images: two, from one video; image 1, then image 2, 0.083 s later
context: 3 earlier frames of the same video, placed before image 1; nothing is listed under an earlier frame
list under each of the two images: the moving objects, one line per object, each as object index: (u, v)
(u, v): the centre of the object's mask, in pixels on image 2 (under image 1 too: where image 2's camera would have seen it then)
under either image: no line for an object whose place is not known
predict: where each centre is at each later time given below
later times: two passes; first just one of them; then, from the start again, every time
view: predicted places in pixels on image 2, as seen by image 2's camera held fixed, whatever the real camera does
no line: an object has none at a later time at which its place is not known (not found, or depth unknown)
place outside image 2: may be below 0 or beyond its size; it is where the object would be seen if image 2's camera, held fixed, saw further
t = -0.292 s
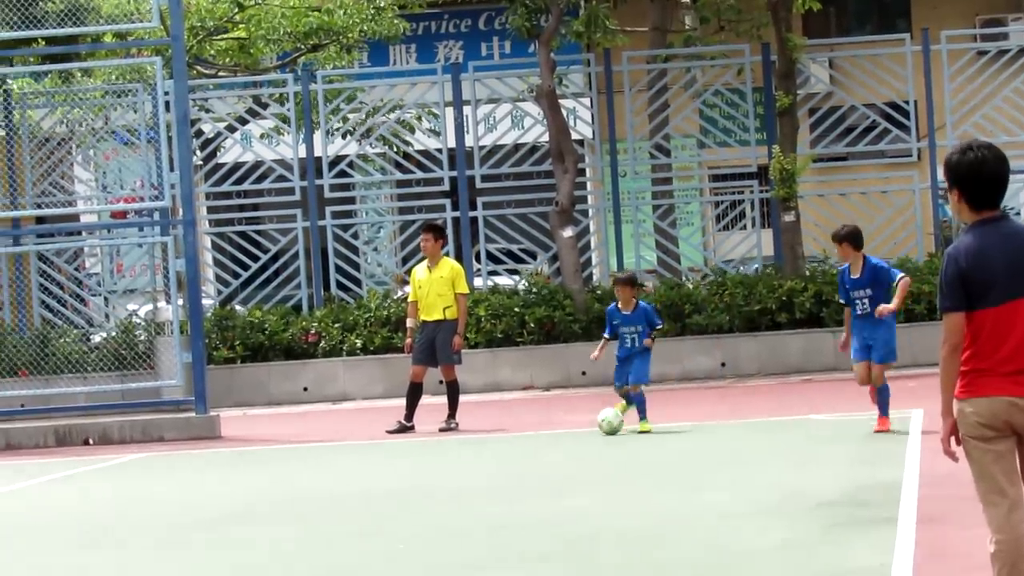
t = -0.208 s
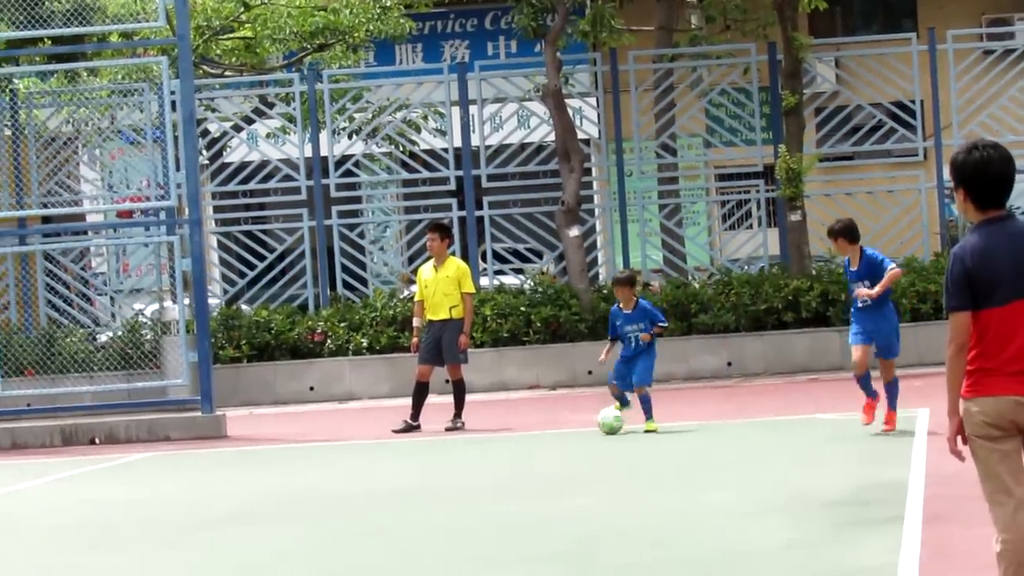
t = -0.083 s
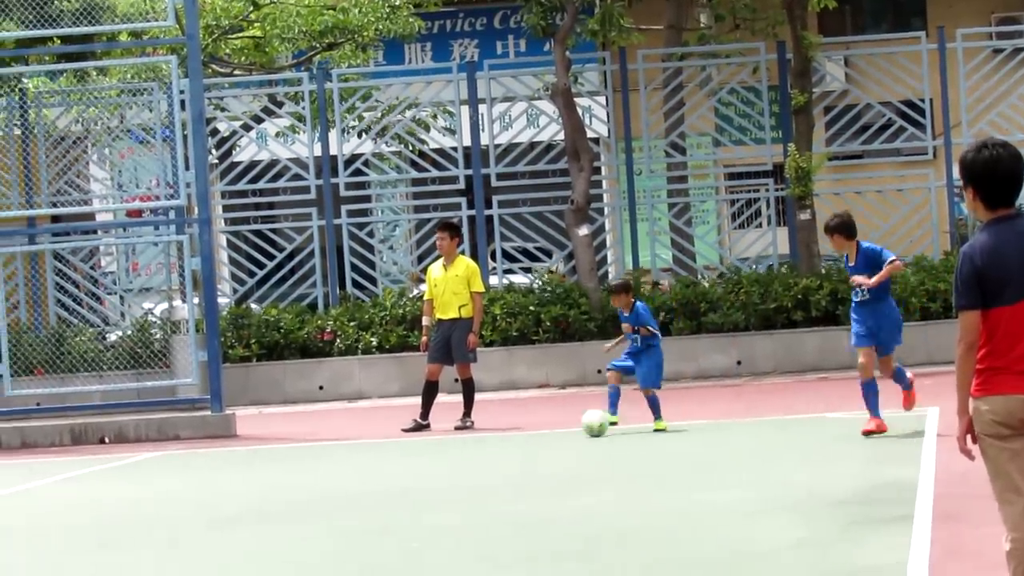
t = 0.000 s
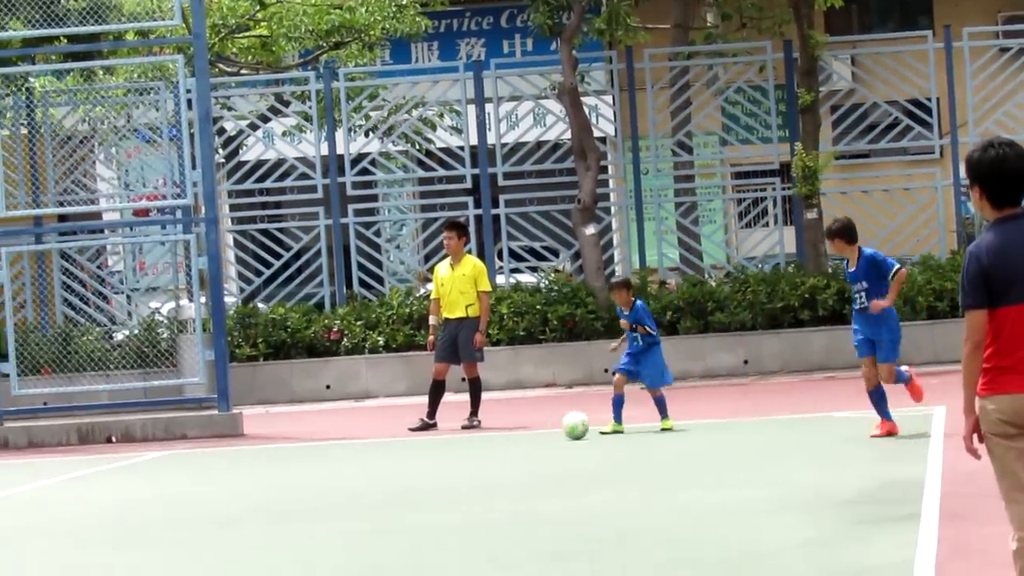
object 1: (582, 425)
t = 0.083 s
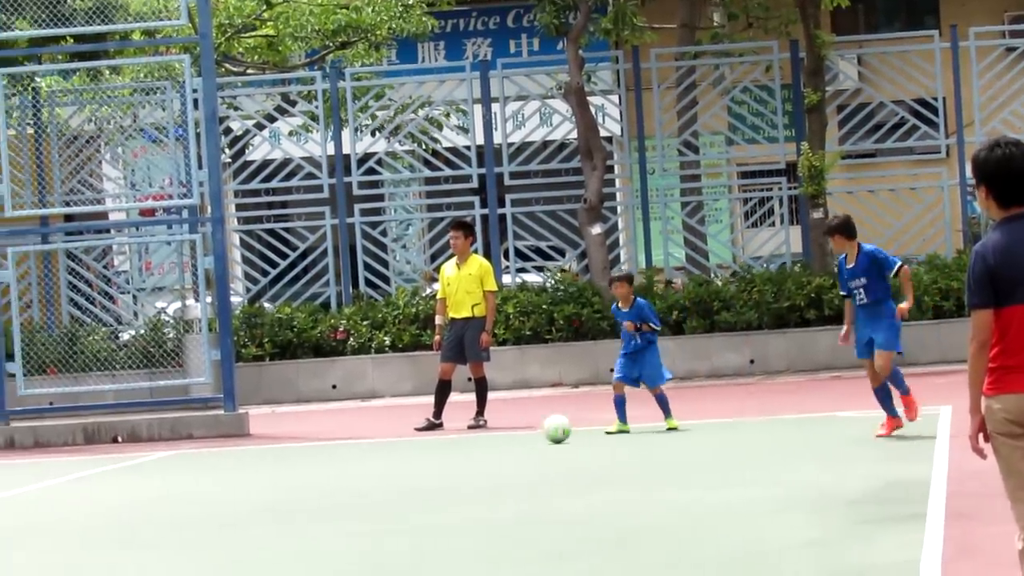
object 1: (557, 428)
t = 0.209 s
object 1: (523, 434)
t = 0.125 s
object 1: (545, 430)
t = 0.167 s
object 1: (534, 433)
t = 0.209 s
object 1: (523, 434)
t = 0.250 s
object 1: (512, 436)
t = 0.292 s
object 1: (502, 437)
